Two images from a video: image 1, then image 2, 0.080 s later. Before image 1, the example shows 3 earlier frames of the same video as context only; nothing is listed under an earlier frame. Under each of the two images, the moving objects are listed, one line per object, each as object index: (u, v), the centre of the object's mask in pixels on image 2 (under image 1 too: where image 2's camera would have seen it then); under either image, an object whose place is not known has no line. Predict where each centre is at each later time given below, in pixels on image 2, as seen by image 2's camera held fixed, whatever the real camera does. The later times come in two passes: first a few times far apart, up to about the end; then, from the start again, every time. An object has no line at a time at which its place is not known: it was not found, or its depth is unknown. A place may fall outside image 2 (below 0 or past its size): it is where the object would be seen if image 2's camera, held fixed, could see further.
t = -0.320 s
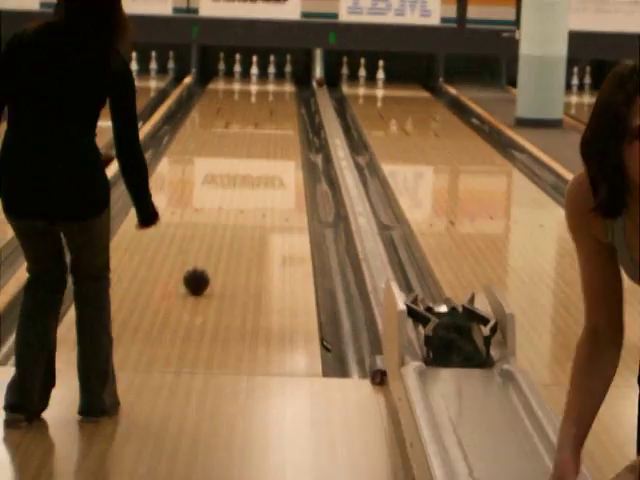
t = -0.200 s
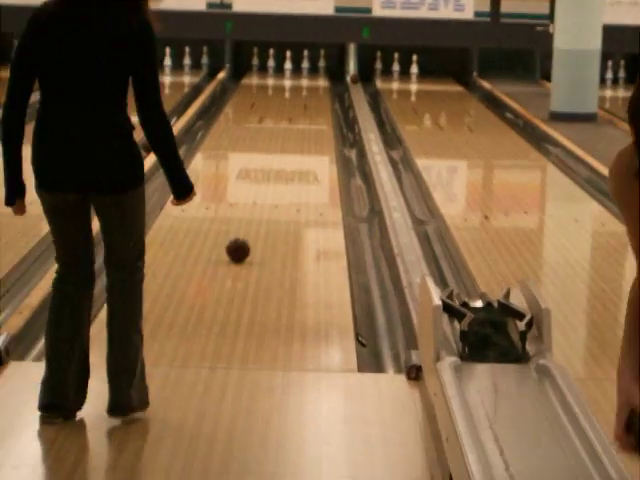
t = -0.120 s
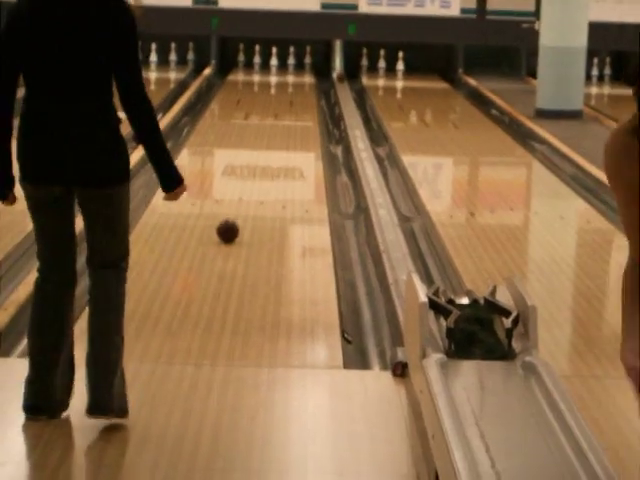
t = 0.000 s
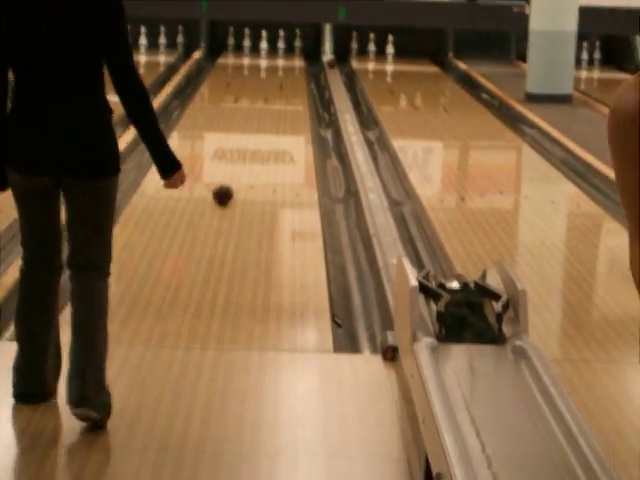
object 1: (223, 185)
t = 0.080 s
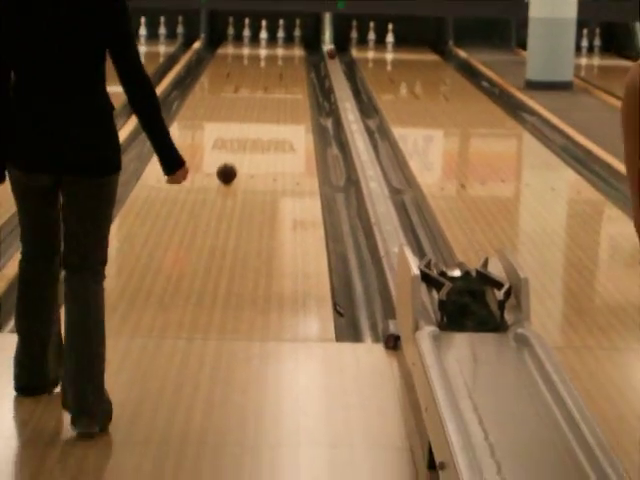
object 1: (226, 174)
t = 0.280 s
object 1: (232, 150)
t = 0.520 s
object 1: (238, 127)
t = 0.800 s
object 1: (243, 106)
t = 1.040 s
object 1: (247, 91)
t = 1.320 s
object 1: (250, 79)
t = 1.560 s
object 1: (252, 70)
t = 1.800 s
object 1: (253, 63)
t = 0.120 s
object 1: (228, 168)
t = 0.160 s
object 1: (229, 163)
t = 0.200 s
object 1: (230, 158)
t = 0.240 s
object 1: (231, 154)
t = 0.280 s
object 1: (232, 150)
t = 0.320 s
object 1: (233, 145)
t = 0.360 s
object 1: (235, 142)
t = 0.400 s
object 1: (235, 138)
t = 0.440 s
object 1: (236, 134)
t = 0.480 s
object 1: (237, 131)
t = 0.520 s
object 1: (238, 127)
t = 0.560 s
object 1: (239, 124)
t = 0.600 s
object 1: (240, 120)
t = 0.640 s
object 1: (240, 117)
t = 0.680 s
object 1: (241, 114)
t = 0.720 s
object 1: (242, 111)
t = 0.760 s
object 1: (243, 109)
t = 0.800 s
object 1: (243, 106)
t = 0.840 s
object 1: (244, 103)
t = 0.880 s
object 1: (244, 101)
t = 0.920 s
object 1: (245, 98)
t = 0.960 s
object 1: (245, 96)
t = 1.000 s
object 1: (246, 94)
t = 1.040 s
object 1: (247, 91)
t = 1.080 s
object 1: (247, 89)
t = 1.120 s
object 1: (248, 88)
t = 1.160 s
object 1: (249, 86)
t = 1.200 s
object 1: (249, 84)
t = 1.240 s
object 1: (249, 82)
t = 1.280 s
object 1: (250, 80)
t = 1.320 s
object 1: (250, 79)
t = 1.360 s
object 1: (251, 78)
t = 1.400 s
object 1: (251, 76)
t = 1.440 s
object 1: (251, 74)
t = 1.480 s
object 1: (251, 73)
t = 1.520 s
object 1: (252, 71)
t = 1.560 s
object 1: (252, 70)
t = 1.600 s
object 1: (252, 69)
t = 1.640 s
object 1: (252, 67)
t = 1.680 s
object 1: (253, 66)
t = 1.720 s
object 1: (253, 65)
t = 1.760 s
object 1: (253, 63)
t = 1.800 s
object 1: (253, 63)
